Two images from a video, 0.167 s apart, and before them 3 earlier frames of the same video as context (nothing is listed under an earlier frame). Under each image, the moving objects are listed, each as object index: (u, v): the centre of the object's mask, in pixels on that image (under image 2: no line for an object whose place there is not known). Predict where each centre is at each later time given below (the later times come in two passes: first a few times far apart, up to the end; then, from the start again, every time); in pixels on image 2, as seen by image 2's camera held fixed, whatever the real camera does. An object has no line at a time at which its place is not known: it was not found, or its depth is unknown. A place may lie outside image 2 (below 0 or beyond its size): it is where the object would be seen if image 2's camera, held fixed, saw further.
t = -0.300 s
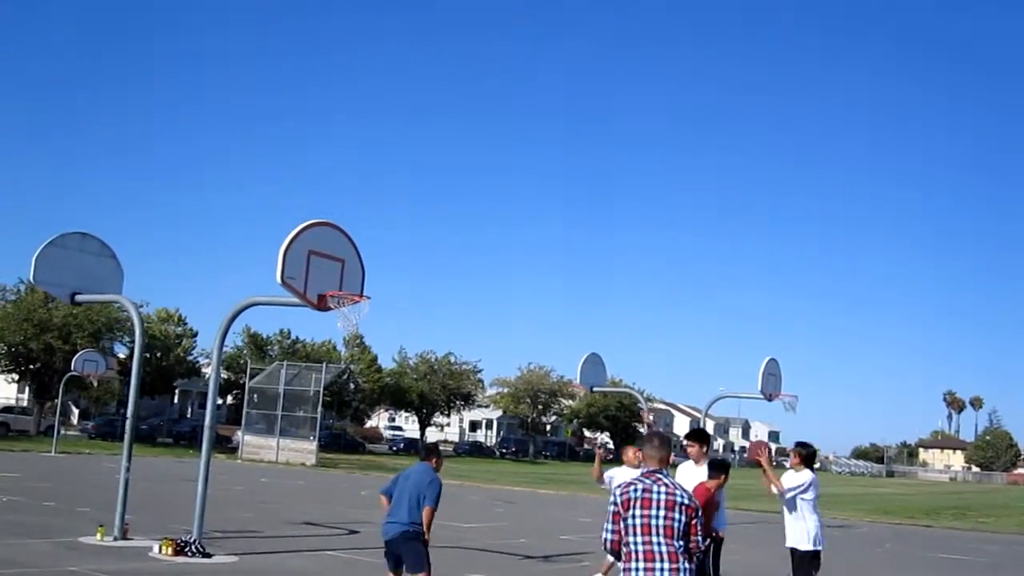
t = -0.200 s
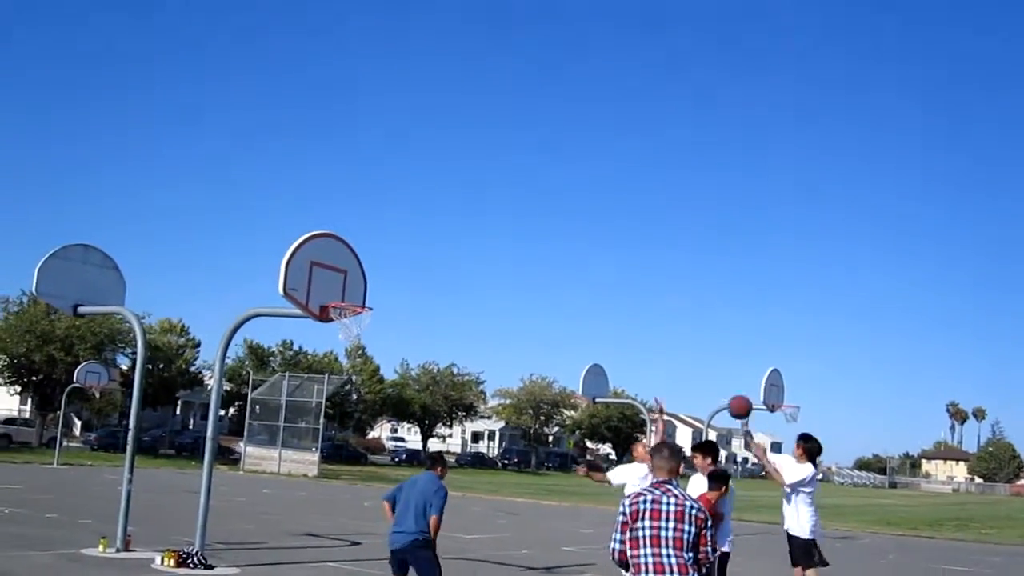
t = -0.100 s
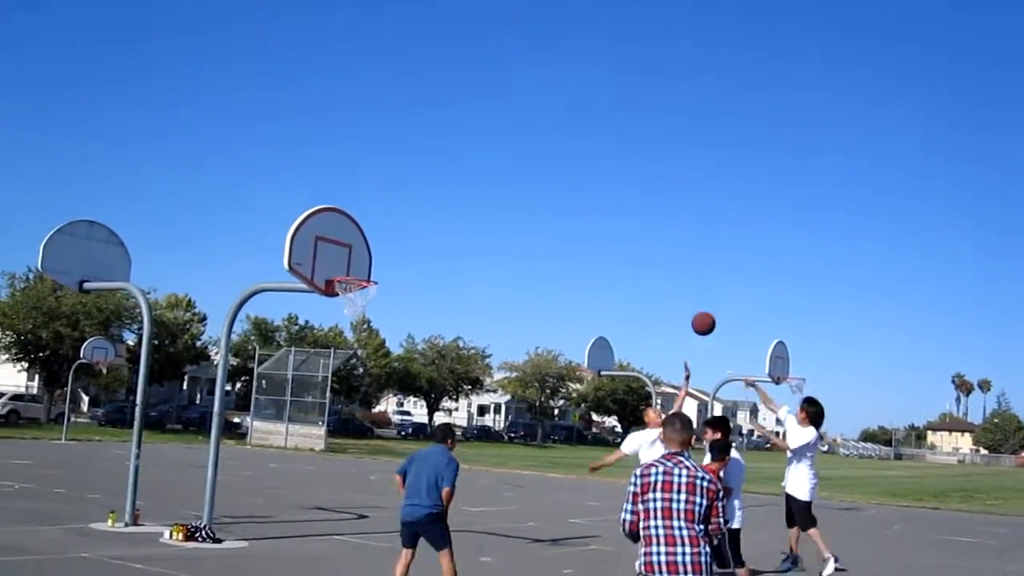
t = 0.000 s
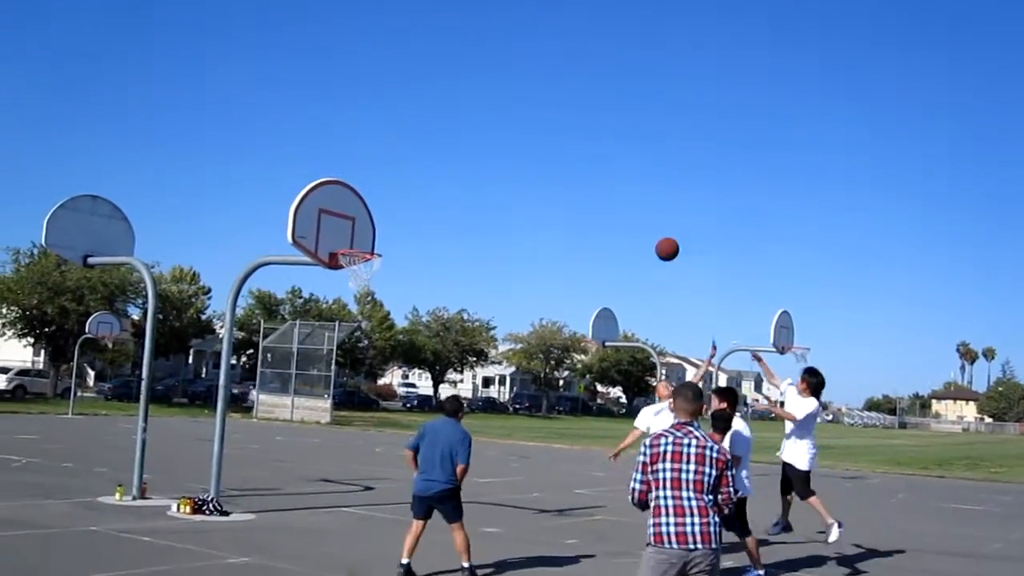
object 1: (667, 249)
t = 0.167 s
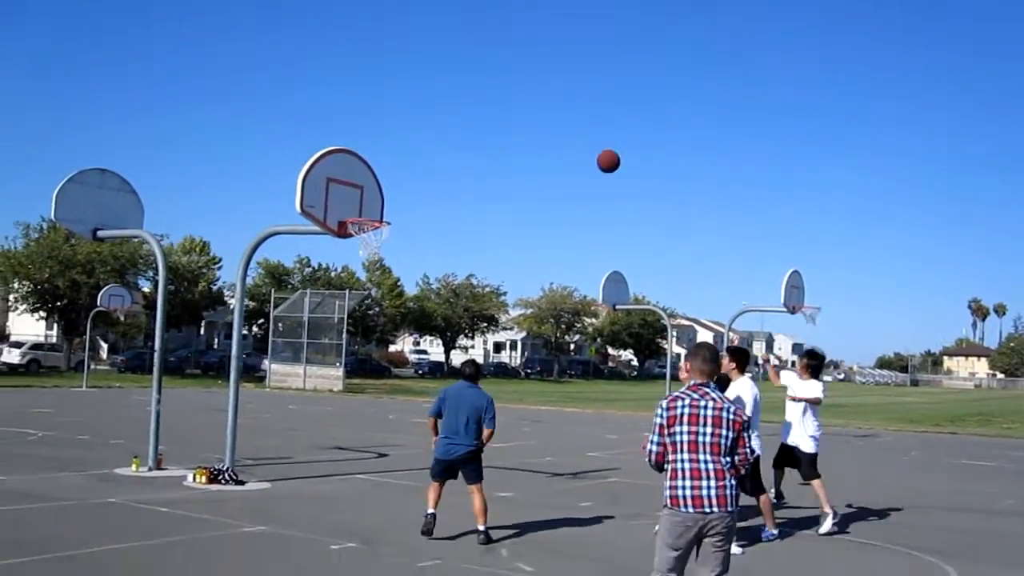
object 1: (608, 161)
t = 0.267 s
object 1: (568, 143)
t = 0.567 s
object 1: (452, 148)
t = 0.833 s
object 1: (359, 213)
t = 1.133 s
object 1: (476, 195)
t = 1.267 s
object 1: (527, 213)
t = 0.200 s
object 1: (595, 154)
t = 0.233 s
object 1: (582, 148)
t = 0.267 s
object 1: (568, 143)
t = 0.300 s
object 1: (555, 140)
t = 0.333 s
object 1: (542, 137)
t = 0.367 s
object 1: (529, 136)
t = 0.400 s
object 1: (516, 135)
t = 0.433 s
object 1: (503, 136)
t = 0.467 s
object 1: (490, 138)
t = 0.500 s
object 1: (477, 140)
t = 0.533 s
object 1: (464, 144)
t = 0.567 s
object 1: (452, 148)
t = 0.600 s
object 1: (439, 153)
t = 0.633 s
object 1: (426, 160)
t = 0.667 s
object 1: (413, 167)
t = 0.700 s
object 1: (401, 176)
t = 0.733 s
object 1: (388, 185)
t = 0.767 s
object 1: (376, 195)
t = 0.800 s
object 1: (365, 206)
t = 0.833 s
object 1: (359, 213)
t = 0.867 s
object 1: (371, 207)
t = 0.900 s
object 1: (384, 203)
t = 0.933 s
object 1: (397, 199)
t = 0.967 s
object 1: (410, 195)
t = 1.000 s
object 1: (424, 194)
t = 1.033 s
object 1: (437, 192)
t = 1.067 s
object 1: (450, 192)
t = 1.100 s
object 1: (463, 193)
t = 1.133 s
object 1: (476, 195)
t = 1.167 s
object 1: (489, 198)
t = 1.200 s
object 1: (502, 202)
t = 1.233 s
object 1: (514, 207)
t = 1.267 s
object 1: (527, 213)
